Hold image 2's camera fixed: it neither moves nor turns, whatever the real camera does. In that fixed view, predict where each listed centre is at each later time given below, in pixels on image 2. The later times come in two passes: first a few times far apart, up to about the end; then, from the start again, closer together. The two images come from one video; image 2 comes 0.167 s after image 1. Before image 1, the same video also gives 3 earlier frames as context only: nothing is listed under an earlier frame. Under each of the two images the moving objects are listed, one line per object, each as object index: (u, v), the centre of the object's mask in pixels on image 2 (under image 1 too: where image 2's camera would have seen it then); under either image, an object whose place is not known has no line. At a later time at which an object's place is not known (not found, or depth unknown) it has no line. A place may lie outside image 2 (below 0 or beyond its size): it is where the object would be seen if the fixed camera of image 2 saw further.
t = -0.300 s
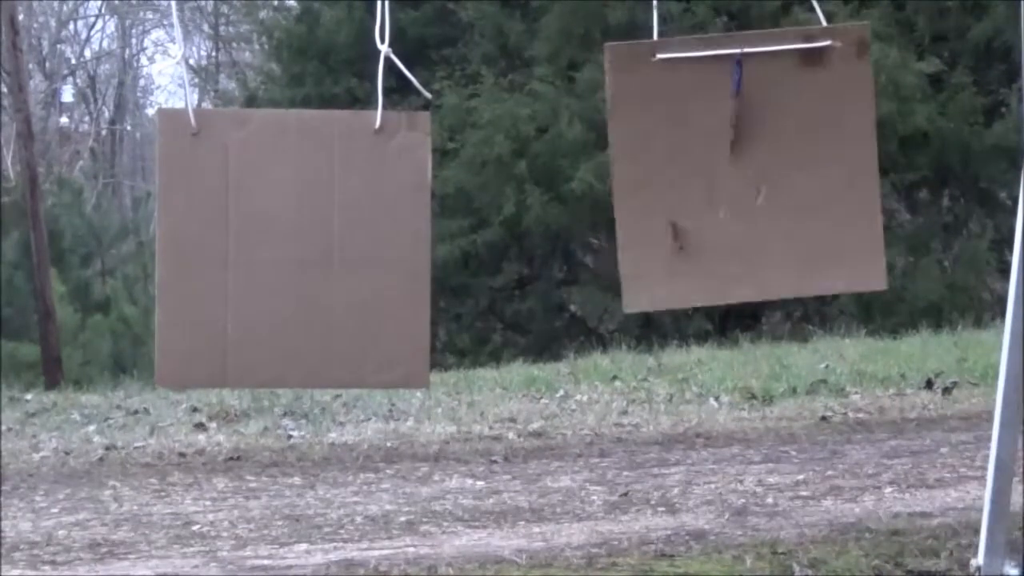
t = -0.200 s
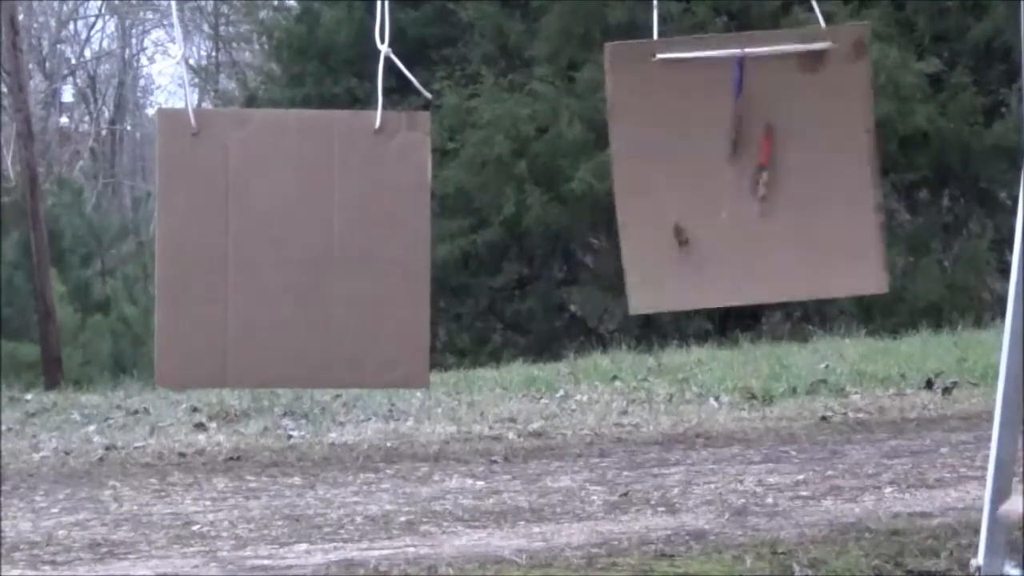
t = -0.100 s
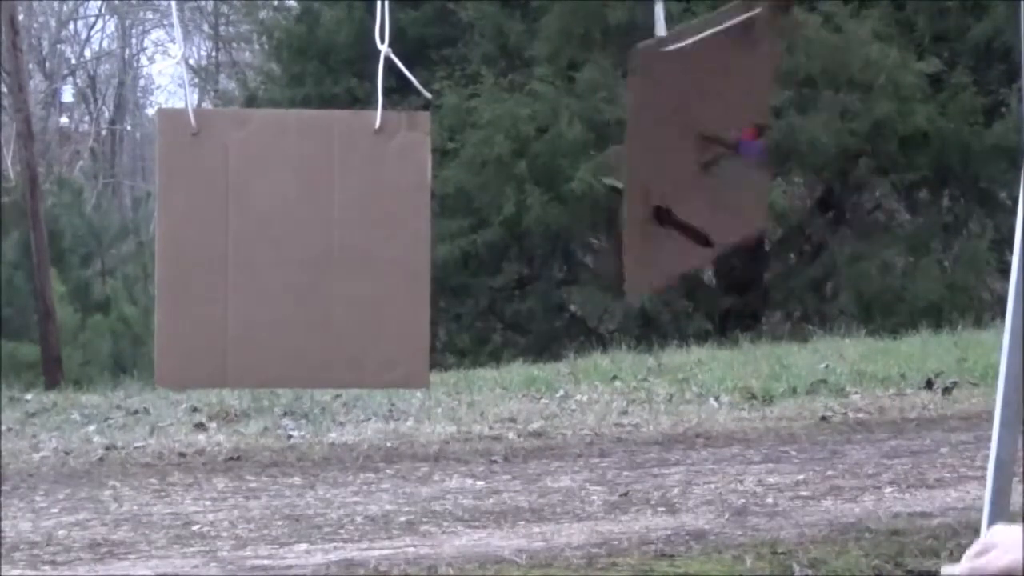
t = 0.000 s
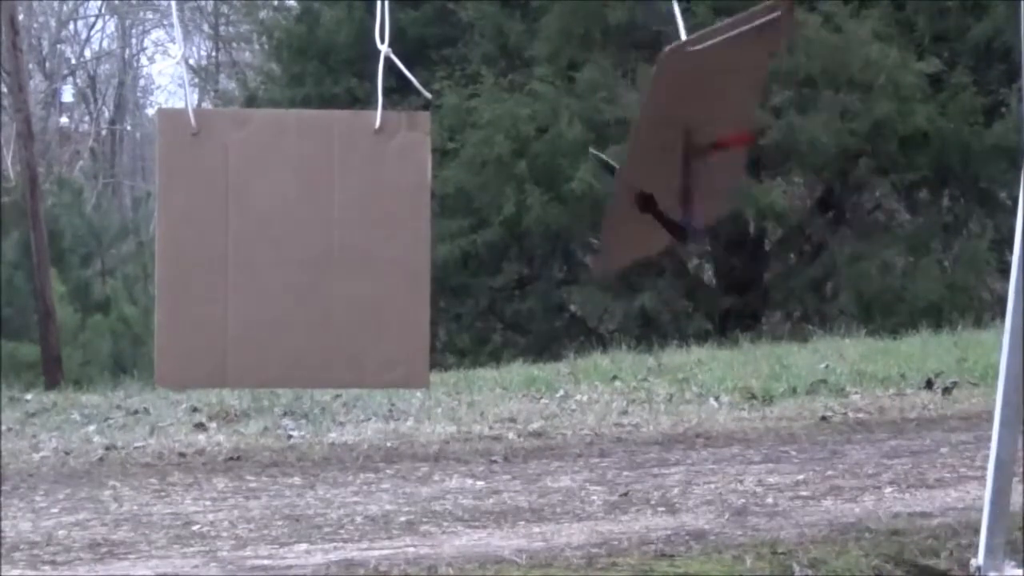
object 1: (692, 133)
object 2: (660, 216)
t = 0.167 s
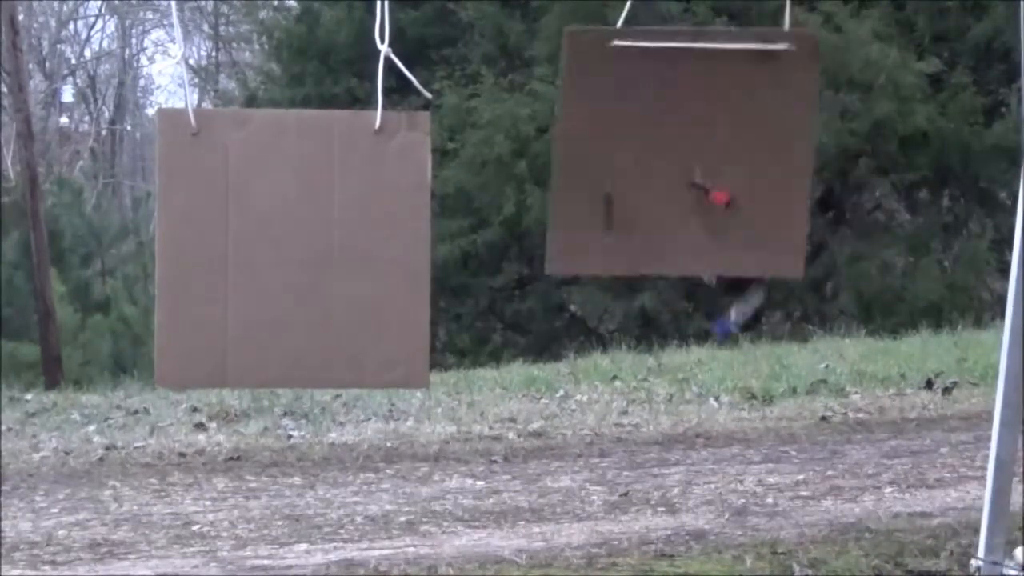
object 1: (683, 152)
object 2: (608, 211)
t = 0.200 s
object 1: (686, 155)
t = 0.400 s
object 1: (725, 163)
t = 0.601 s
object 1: (767, 164)
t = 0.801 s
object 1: (775, 153)
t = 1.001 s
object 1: (756, 159)
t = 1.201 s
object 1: (717, 170)
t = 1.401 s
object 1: (706, 165)
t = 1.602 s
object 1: (729, 158)
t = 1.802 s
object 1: (750, 165)
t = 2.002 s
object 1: (746, 170)
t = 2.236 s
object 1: (729, 167)
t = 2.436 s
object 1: (734, 169)
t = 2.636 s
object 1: (737, 136)
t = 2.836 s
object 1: (710, 109)
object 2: (630, 158)
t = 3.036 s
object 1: (703, 110)
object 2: (634, 184)
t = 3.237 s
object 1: (717, 169)
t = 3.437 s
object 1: (748, 151)
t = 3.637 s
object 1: (769, 137)
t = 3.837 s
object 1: (769, 156)
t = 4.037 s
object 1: (739, 166)
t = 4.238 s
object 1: (705, 152)
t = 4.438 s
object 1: (702, 155)
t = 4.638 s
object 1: (734, 169)
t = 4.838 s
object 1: (762, 161)
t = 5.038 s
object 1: (761, 156)
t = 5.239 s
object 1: (740, 166)
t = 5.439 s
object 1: (723, 168)
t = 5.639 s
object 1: (721, 161)
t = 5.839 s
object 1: (731, 162)
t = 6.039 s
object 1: (738, 168)
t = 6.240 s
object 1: (739, 167)
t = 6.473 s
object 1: (742, 165)
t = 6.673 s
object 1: (744, 167)
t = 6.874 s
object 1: (738, 166)
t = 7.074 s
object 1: (728, 164)
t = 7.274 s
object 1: (725, 167)
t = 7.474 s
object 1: (733, 169)
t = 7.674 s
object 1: (746, 166)
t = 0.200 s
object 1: (686, 155)
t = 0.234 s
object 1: (689, 154)
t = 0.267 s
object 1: (694, 153)
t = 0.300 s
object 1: (699, 153)
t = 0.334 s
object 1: (707, 156)
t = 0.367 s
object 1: (716, 159)
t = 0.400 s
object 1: (725, 163)
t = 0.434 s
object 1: (735, 165)
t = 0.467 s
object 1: (743, 167)
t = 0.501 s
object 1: (752, 167)
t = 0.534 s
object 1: (759, 167)
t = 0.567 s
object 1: (764, 165)
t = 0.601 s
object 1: (767, 164)
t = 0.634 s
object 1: (768, 161)
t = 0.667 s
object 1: (770, 158)
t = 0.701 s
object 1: (772, 157)
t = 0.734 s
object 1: (775, 155)
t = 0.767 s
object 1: (775, 154)
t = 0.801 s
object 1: (775, 153)
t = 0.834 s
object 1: (774, 154)
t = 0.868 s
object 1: (772, 154)
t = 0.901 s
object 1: (769, 155)
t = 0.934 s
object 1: (766, 157)
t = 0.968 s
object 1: (761, 158)
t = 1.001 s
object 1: (756, 159)
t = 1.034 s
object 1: (749, 161)
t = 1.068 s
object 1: (742, 162)
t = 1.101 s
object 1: (735, 165)
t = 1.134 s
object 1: (729, 167)
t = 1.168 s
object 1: (723, 169)
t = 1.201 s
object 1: (717, 170)
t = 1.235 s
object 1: (713, 171)
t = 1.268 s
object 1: (709, 171)
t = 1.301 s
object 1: (707, 170)
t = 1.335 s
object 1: (706, 170)
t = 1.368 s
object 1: (705, 168)
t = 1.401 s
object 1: (706, 165)
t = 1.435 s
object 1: (708, 163)
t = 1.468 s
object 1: (711, 161)
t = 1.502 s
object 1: (715, 160)
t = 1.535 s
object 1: (719, 159)
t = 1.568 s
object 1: (724, 158)
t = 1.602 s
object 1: (729, 158)
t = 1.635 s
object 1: (734, 159)
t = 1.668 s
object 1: (739, 159)
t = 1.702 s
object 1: (743, 160)
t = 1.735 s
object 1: (746, 162)
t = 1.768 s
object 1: (749, 163)
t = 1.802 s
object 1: (750, 165)
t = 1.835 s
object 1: (752, 166)
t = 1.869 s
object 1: (752, 168)
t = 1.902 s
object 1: (751, 169)
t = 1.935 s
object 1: (750, 169)
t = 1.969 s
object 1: (748, 170)
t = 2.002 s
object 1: (746, 170)
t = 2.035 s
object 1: (743, 170)
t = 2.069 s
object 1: (740, 169)
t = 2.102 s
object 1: (737, 169)
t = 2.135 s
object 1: (734, 169)
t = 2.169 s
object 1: (732, 168)
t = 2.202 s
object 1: (730, 167)
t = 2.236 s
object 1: (729, 167)
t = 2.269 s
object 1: (728, 167)
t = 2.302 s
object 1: (728, 167)
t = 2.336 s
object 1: (728, 168)
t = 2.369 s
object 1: (730, 168)
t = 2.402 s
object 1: (732, 169)
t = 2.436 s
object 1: (734, 169)
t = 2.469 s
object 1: (737, 170)
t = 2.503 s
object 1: (739, 170)
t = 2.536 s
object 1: (742, 170)
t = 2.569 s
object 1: (744, 171)
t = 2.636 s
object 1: (737, 136)
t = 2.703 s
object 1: (730, 117)
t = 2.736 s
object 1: (722, 116)
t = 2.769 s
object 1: (714, 116)
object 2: (636, 167)
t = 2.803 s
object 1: (712, 115)
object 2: (634, 163)
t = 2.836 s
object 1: (710, 109)
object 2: (630, 158)
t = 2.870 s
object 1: (711, 100)
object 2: (628, 155)
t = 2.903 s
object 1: (710, 95)
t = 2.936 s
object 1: (705, 93)
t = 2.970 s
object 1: (703, 98)
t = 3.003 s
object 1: (703, 105)
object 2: (633, 175)
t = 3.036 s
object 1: (703, 110)
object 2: (634, 184)
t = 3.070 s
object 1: (703, 121)
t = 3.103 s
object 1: (701, 133)
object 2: (643, 219)
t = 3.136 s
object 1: (704, 144)
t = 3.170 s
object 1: (707, 154)
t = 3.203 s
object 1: (710, 163)
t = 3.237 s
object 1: (717, 169)
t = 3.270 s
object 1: (722, 170)
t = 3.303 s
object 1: (727, 169)
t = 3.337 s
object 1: (733, 166)
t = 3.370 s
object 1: (738, 161)
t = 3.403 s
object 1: (743, 156)
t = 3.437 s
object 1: (748, 151)
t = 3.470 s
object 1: (753, 145)
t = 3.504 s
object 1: (757, 141)
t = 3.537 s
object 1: (761, 137)
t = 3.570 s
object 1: (764, 136)
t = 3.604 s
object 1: (767, 135)
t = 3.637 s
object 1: (769, 137)
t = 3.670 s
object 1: (770, 139)
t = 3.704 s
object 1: (771, 141)
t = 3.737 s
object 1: (772, 144)
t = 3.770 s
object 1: (772, 148)
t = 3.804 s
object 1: (771, 152)
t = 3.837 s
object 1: (769, 156)
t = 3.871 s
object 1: (765, 160)
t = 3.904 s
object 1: (762, 163)
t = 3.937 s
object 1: (757, 165)
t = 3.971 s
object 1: (752, 166)
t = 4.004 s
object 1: (746, 166)
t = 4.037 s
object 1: (739, 166)
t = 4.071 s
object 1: (732, 165)
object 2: (665, 246)
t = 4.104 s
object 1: (726, 162)
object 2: (657, 242)
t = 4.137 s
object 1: (720, 160)
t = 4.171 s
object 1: (714, 157)
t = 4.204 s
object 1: (709, 155)
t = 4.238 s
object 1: (705, 152)
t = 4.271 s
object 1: (703, 150)
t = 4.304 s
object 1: (700, 150)
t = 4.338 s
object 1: (699, 149)
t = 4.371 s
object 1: (699, 150)
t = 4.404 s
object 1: (700, 152)
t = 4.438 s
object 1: (702, 155)
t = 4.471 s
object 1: (706, 158)
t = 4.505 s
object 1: (711, 161)
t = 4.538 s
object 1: (716, 163)
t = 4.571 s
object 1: (721, 166)
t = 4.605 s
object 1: (727, 168)
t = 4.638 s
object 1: (734, 169)
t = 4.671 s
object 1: (740, 168)
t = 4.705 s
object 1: (746, 167)
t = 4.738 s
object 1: (751, 166)
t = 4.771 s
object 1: (756, 165)
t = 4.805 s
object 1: (760, 163)
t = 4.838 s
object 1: (762, 161)
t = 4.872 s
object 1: (764, 159)
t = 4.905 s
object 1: (765, 158)
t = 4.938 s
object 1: (765, 156)
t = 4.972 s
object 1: (765, 156)
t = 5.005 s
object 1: (763, 155)
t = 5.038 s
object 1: (761, 156)
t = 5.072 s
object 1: (758, 157)
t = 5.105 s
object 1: (755, 158)
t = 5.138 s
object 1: (751, 160)
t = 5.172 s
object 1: (748, 162)
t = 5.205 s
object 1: (744, 164)
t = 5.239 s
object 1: (740, 166)
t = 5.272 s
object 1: (736, 167)
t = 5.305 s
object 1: (733, 168)
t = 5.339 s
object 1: (730, 169)
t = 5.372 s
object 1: (727, 169)
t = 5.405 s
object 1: (724, 169)
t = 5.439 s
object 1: (723, 168)
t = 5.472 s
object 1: (722, 167)
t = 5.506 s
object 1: (721, 166)
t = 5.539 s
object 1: (720, 165)
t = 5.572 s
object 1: (720, 163)
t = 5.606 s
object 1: (721, 162)
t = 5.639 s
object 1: (721, 161)
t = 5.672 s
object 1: (723, 160)
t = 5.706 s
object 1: (724, 160)
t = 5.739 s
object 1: (726, 159)
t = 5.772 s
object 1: (727, 160)
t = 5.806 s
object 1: (729, 161)
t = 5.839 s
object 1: (731, 162)
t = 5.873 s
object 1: (732, 163)
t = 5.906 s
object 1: (734, 164)
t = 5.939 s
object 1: (735, 166)
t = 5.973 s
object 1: (736, 167)
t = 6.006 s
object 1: (737, 167)
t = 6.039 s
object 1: (738, 168)
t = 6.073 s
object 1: (738, 169)
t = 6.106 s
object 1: (739, 168)
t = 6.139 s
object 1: (739, 168)
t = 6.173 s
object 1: (739, 168)
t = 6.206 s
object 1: (739, 167)
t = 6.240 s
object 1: (739, 167)
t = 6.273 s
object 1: (740, 166)
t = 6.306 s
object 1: (740, 166)
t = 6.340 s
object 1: (740, 165)
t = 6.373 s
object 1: (741, 165)
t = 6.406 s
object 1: (741, 164)
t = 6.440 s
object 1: (741, 164)
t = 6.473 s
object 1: (742, 165)
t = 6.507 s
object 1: (743, 165)
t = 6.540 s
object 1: (743, 165)
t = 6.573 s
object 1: (743, 166)
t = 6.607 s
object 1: (744, 167)
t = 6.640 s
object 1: (744, 167)
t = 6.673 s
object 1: (744, 167)
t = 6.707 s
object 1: (743, 168)
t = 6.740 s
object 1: (743, 168)
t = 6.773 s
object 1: (742, 167)
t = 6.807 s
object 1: (741, 167)
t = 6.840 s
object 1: (740, 167)
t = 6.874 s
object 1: (738, 166)
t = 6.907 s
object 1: (736, 166)
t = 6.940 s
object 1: (734, 165)
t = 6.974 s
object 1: (732, 165)
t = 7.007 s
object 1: (730, 164)
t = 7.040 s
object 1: (730, 164)
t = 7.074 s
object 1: (728, 164)
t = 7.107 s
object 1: (727, 164)
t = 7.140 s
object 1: (726, 164)
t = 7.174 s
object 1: (725, 164)
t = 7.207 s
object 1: (725, 165)
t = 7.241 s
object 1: (725, 166)
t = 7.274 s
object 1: (725, 167)
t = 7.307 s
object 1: (725, 167)
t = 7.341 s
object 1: (726, 168)
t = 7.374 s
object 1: (728, 169)
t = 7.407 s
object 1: (729, 169)
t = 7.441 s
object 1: (730, 169)
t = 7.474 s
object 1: (733, 169)
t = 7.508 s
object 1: (735, 169)
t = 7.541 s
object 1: (738, 169)
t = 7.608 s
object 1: (742, 167)
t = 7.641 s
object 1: (744, 167)
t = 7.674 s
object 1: (746, 166)
